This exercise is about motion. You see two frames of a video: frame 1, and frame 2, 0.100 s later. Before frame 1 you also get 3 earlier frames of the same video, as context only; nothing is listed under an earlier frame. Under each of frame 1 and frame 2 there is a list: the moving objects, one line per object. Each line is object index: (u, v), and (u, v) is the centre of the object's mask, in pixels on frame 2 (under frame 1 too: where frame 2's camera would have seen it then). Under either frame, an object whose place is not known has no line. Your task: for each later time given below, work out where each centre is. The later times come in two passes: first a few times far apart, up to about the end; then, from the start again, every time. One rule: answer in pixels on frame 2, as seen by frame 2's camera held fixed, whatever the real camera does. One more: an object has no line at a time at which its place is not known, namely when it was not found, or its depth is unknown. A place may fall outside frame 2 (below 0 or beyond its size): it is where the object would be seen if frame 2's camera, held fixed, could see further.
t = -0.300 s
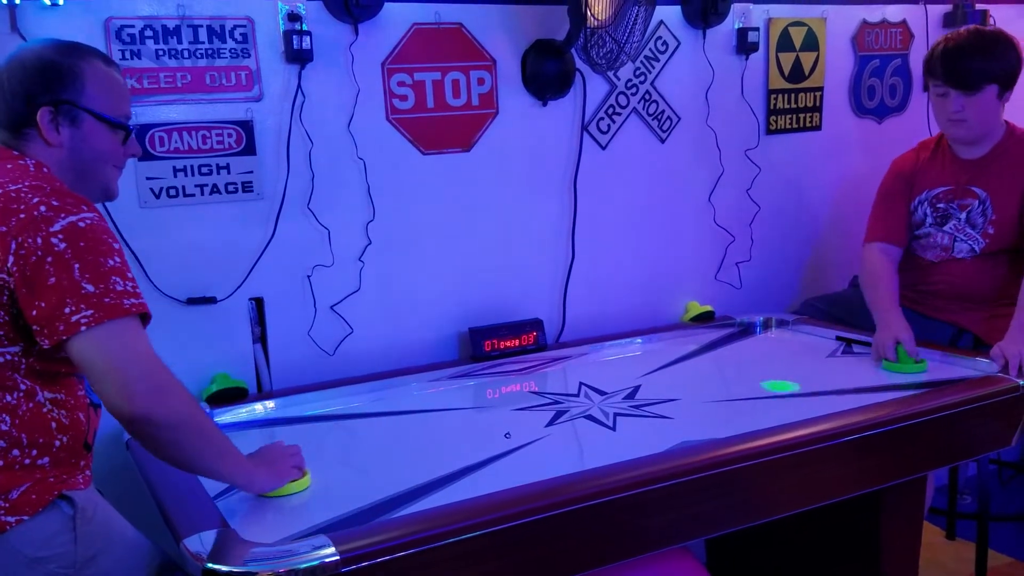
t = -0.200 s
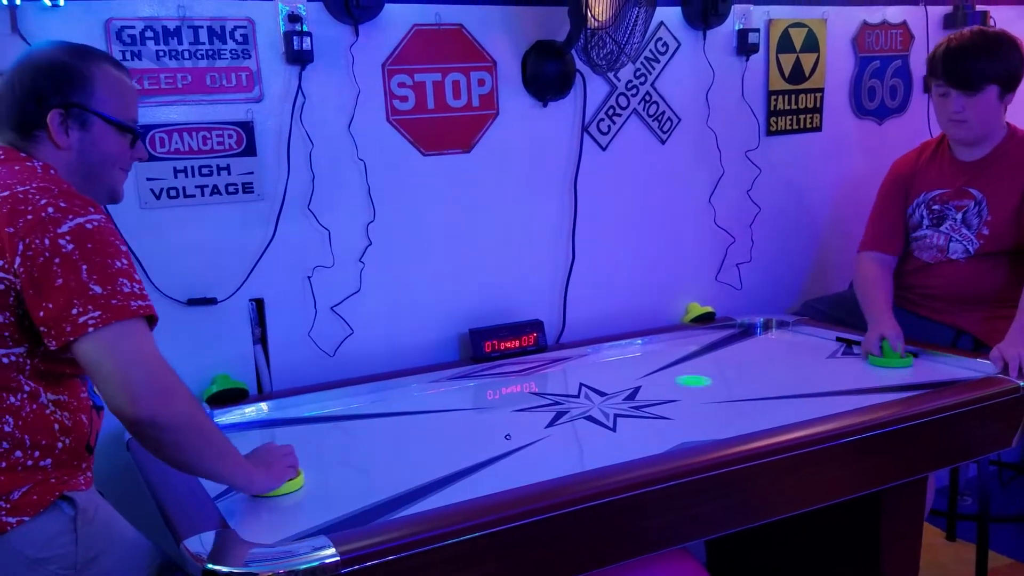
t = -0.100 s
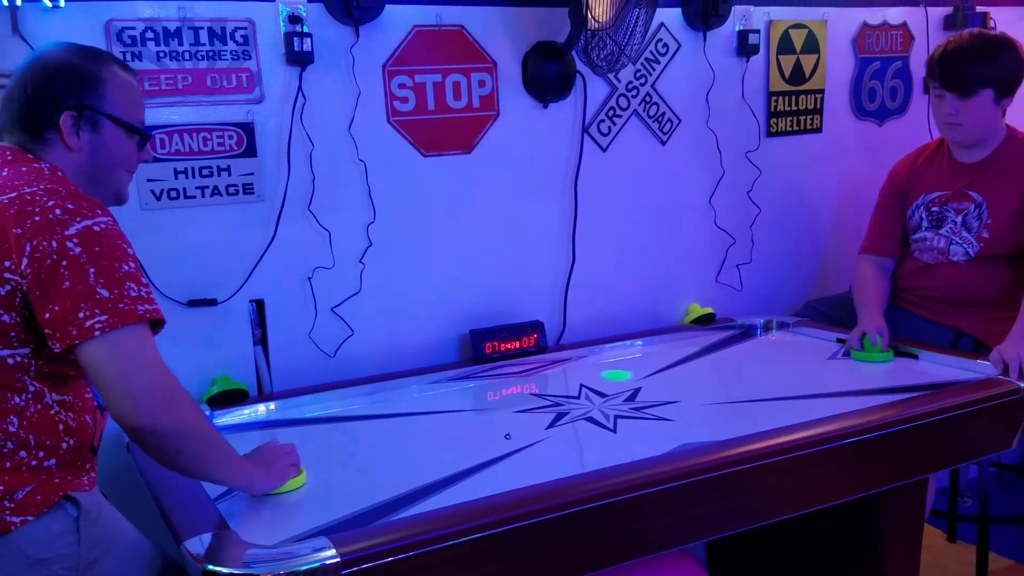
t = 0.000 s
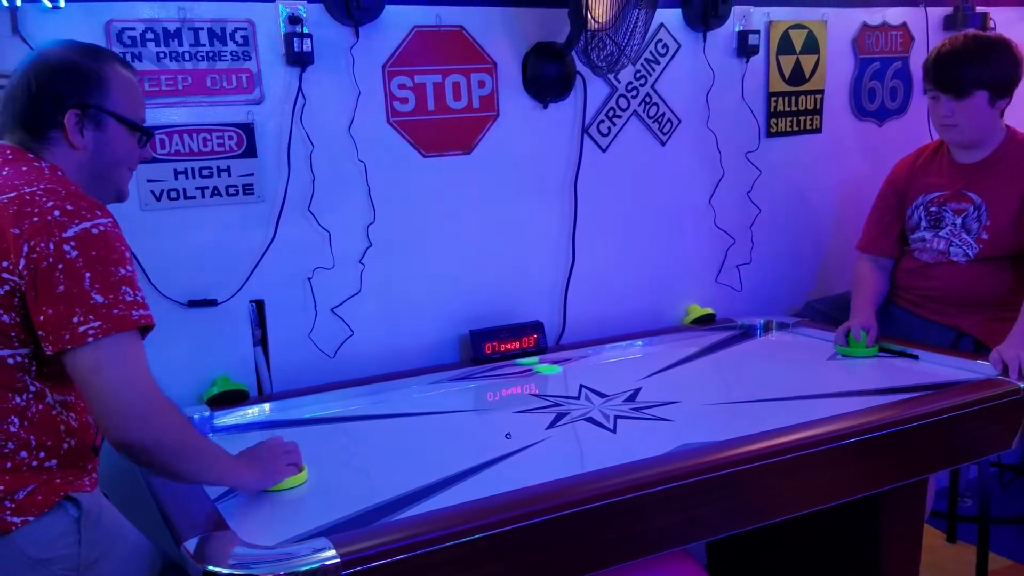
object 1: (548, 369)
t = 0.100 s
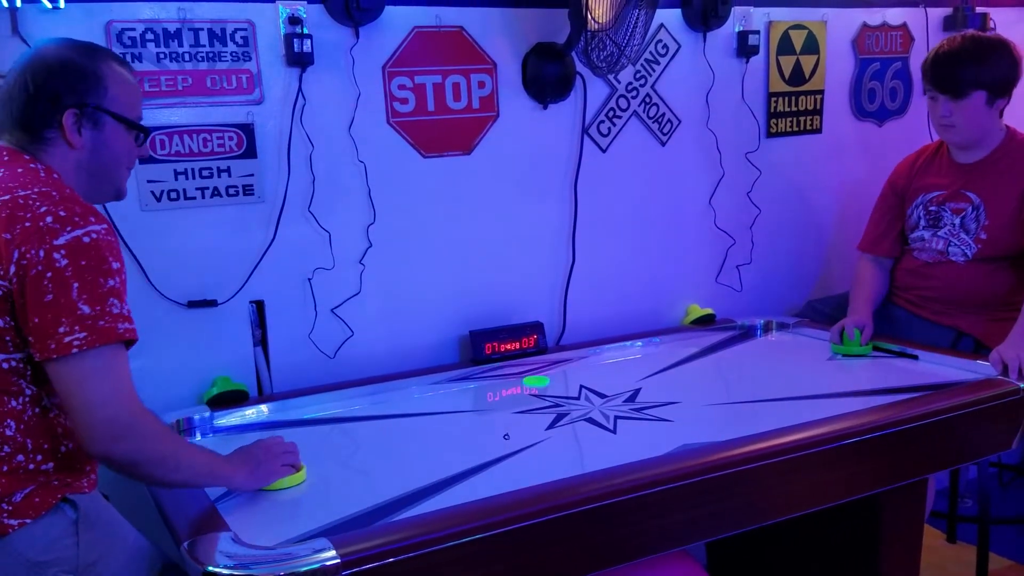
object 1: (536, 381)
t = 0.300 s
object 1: (532, 415)
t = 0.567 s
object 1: (530, 468)
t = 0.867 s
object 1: (448, 475)
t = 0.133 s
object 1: (535, 386)
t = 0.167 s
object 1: (534, 391)
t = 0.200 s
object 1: (534, 397)
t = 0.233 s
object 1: (532, 402)
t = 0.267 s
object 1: (532, 408)
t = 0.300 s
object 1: (532, 415)
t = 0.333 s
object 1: (531, 421)
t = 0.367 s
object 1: (530, 427)
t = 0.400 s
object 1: (530, 433)
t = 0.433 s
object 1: (531, 439)
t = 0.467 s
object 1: (530, 446)
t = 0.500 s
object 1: (530, 453)
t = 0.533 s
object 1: (530, 461)
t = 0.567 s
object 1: (530, 468)
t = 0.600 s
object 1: (529, 476)
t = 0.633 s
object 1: (527, 481)
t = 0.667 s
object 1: (523, 485)
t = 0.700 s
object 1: (511, 486)
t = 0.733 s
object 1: (499, 486)
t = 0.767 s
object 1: (487, 484)
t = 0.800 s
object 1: (473, 481)
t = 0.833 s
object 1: (461, 478)
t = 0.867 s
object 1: (448, 475)
